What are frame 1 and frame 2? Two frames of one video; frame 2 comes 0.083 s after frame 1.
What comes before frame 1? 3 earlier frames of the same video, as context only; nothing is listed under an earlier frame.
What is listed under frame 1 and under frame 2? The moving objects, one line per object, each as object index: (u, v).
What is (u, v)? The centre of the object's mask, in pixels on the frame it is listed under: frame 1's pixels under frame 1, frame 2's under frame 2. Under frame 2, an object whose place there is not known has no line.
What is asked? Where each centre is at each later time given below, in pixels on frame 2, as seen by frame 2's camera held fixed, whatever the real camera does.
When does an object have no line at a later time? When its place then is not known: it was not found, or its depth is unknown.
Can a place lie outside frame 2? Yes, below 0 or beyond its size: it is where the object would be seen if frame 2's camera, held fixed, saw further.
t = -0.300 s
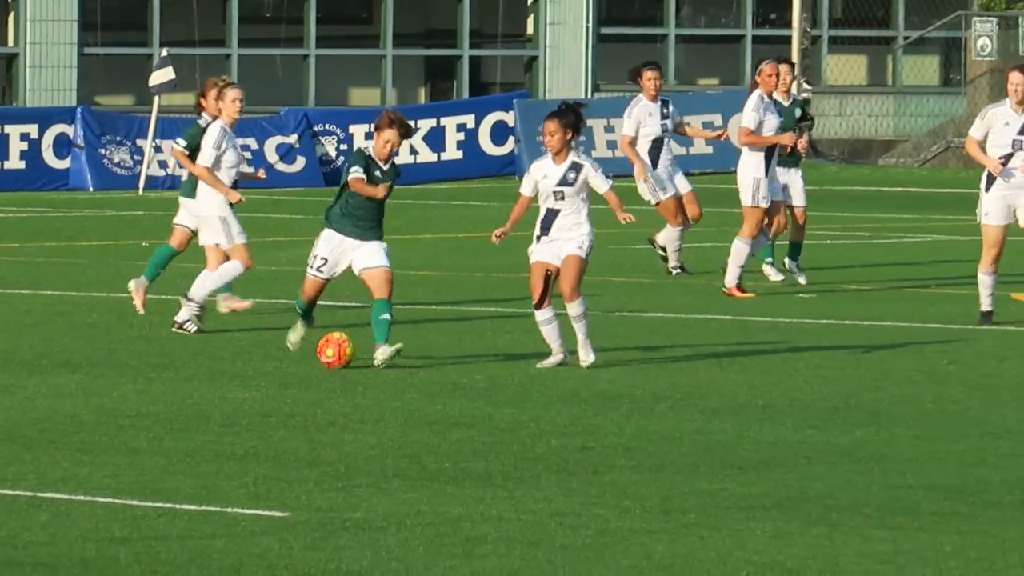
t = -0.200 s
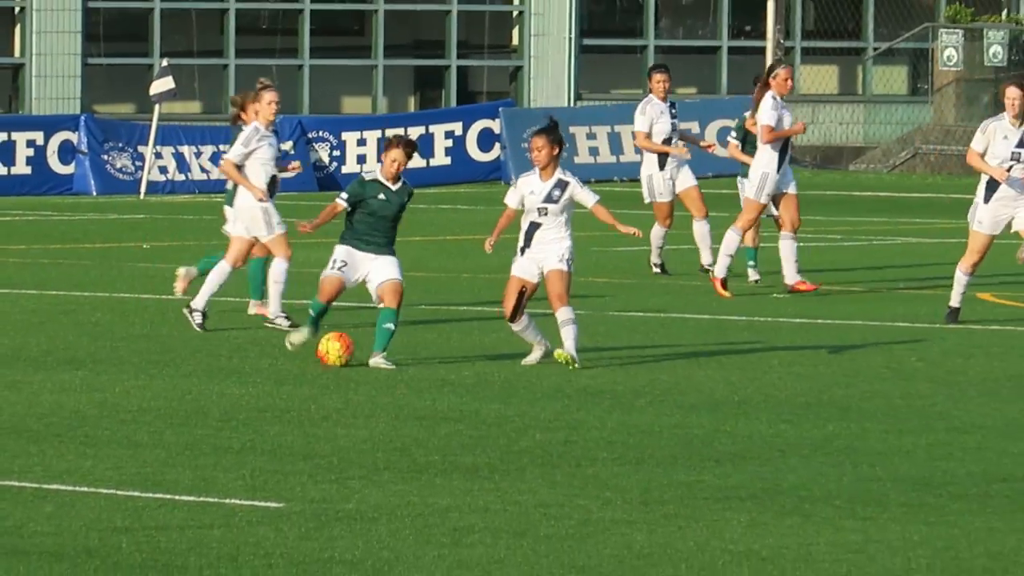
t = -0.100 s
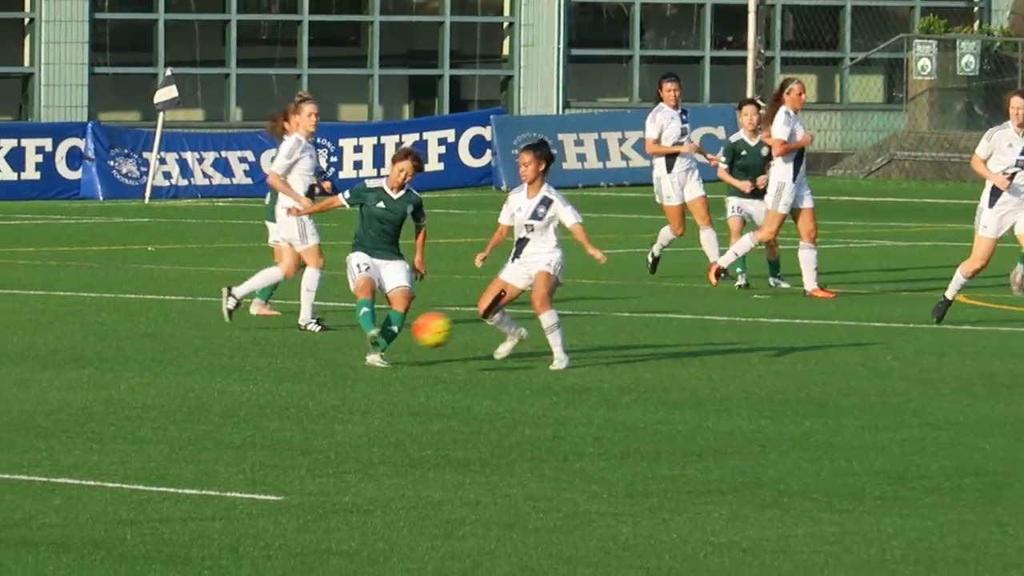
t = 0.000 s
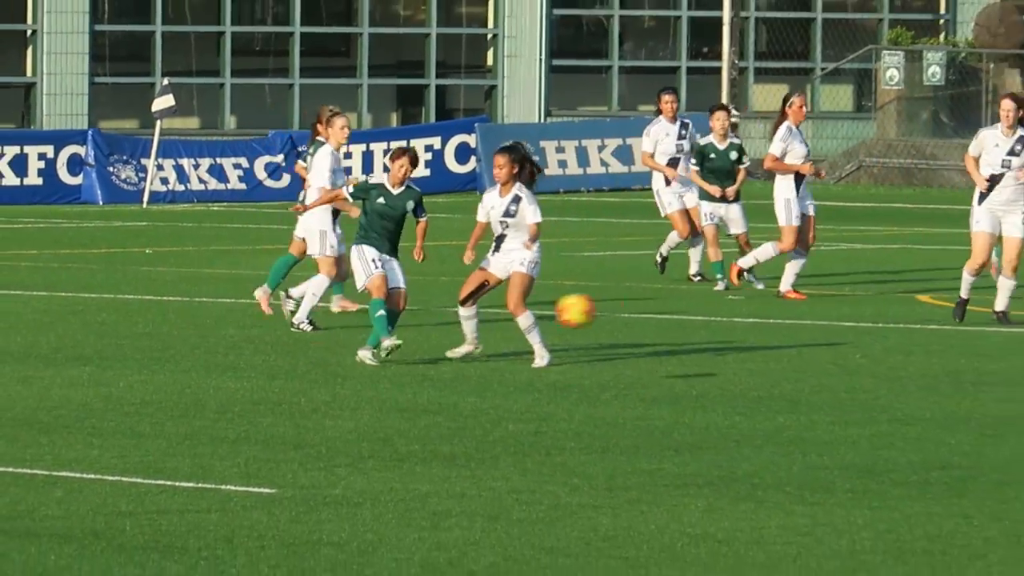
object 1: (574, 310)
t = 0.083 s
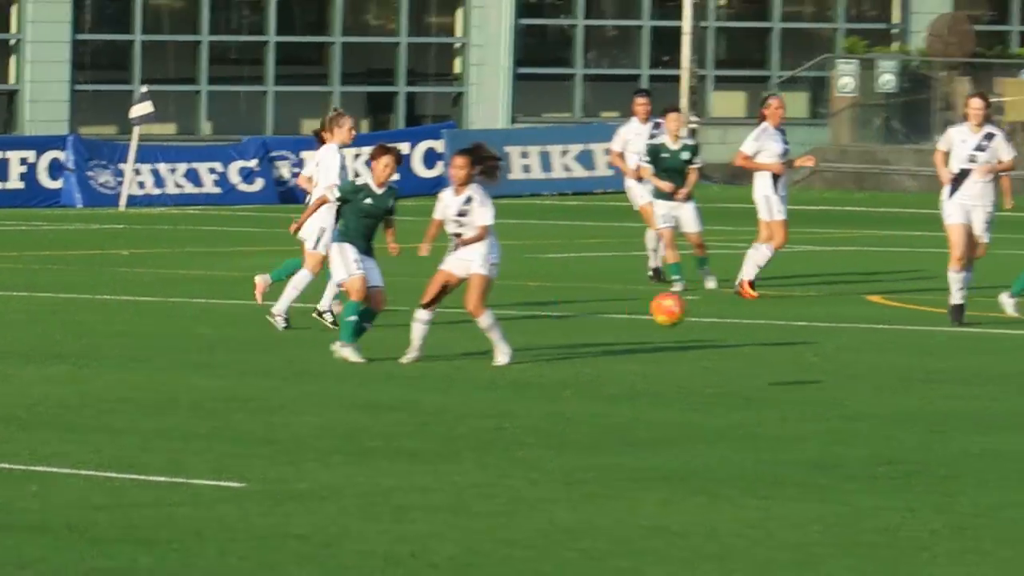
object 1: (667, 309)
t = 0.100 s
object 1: (693, 311)
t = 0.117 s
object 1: (721, 312)
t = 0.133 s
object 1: (747, 315)
